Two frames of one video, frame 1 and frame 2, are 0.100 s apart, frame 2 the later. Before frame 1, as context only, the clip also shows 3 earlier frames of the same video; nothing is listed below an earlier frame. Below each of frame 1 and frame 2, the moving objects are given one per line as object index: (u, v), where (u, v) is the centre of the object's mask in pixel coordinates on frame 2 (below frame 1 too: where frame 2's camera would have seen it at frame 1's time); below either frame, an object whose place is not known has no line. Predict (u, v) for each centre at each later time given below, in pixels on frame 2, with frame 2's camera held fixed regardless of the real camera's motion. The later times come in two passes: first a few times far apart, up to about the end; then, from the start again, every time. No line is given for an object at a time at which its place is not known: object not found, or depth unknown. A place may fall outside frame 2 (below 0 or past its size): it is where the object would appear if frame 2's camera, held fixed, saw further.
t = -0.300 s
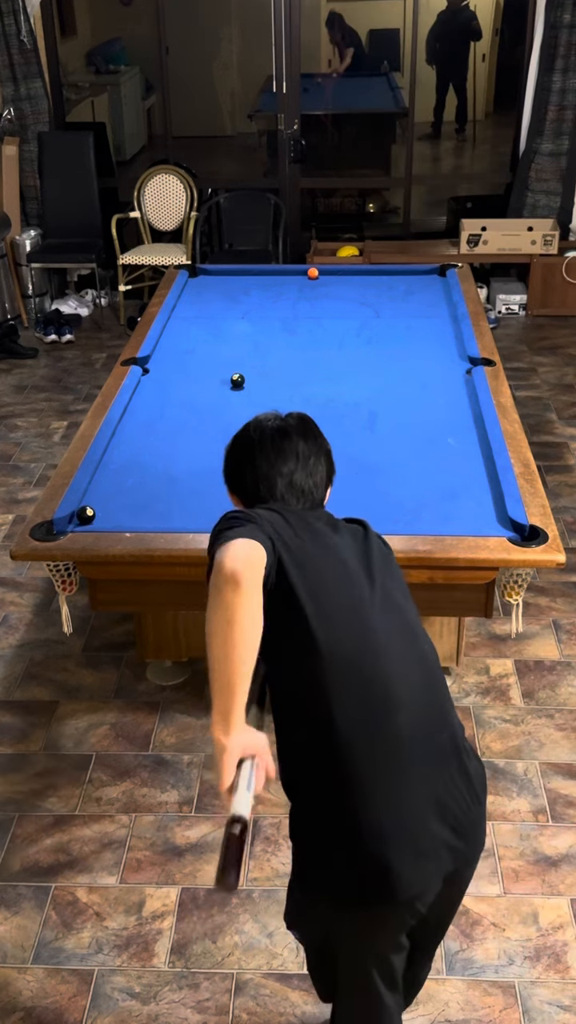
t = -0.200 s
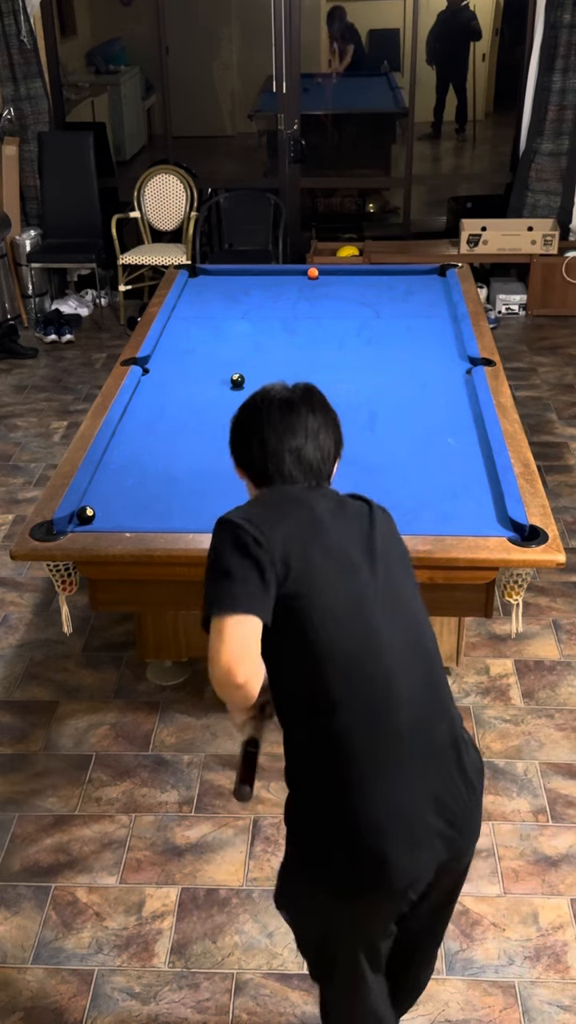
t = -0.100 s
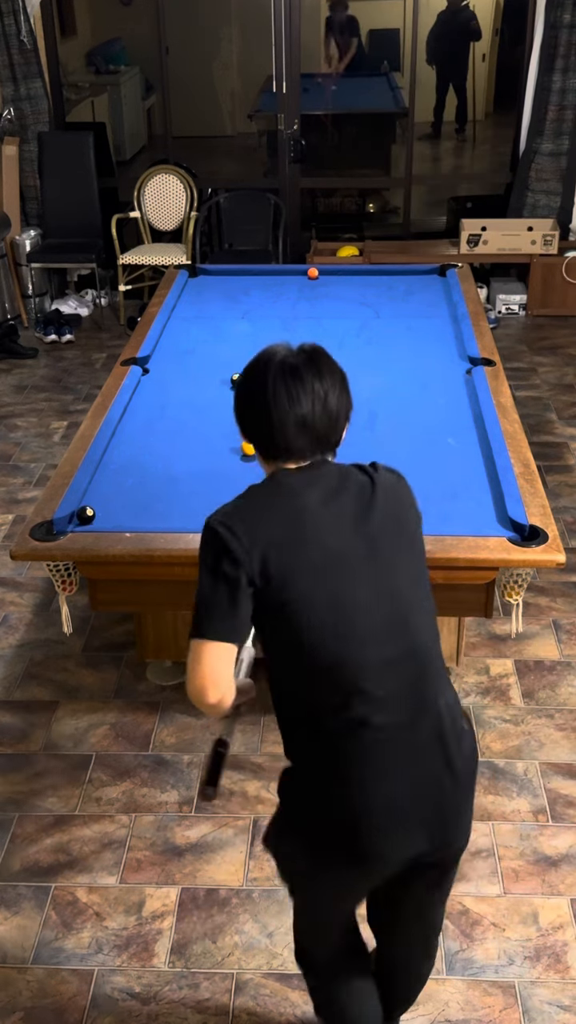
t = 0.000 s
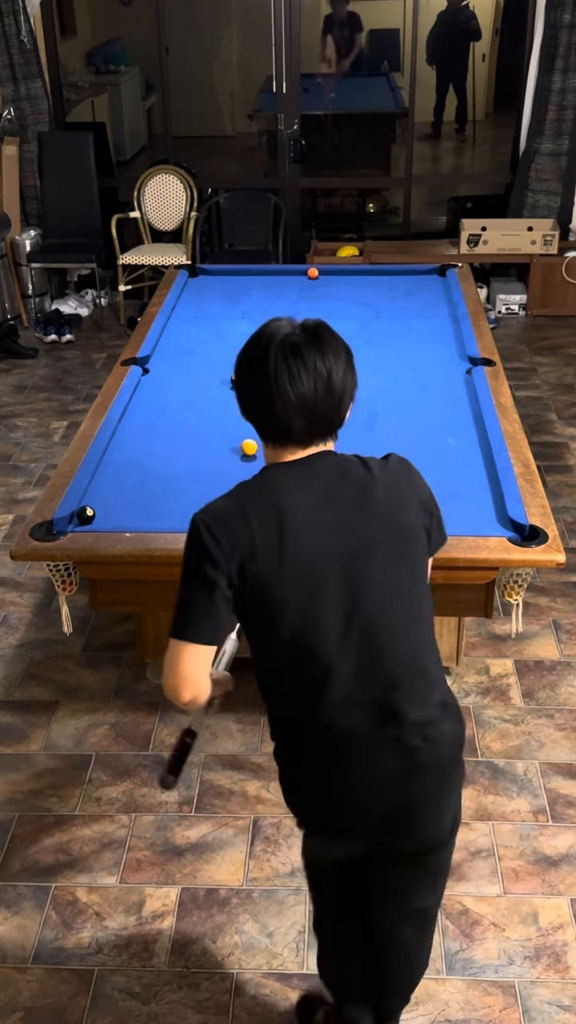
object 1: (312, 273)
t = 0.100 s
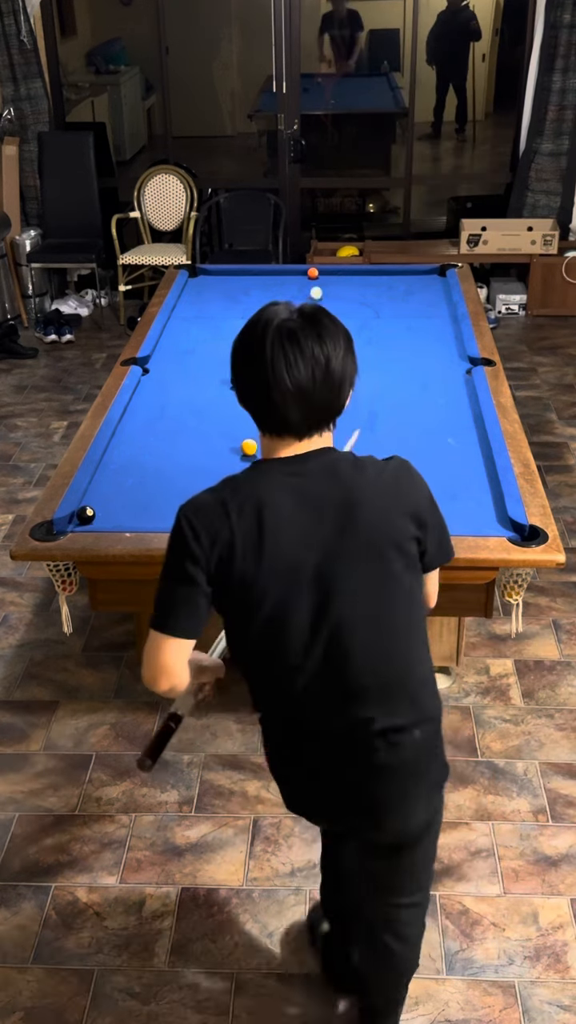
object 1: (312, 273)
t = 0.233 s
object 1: (300, 280)
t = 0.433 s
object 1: (275, 306)
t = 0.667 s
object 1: (245, 336)
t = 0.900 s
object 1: (211, 370)
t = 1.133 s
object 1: (170, 410)
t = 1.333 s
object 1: (129, 448)
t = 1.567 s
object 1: (100, 497)
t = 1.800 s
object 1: (136, 520)
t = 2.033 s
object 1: (195, 510)
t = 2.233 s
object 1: (241, 501)
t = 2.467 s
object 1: (289, 490)
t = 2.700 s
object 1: (332, 480)
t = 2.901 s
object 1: (365, 471)
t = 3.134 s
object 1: (399, 461)
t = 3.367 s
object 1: (430, 453)
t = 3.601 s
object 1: (455, 444)
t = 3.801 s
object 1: (474, 437)
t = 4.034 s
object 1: (468, 431)
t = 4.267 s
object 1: (456, 426)
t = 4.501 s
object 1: (446, 422)
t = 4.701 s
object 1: (438, 419)
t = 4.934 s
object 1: (432, 417)
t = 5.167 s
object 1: (427, 416)
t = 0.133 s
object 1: (312, 273)
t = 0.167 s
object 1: (310, 272)
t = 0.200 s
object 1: (305, 276)
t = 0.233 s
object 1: (300, 280)
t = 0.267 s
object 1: (295, 285)
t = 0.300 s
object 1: (291, 289)
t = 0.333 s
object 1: (287, 293)
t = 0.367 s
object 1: (282, 298)
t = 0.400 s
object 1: (279, 301)
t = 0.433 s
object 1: (275, 306)
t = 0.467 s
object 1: (271, 310)
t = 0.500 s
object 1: (267, 314)
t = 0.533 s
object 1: (262, 318)
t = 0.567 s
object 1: (258, 322)
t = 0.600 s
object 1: (254, 327)
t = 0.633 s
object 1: (250, 331)
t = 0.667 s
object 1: (245, 336)
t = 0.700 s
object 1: (240, 341)
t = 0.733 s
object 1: (236, 345)
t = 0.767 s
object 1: (231, 350)
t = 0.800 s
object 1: (226, 355)
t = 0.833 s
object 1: (221, 360)
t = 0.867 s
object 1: (216, 365)
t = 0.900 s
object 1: (211, 370)
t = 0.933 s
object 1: (205, 376)
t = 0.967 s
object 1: (200, 381)
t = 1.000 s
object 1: (194, 386)
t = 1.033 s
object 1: (188, 392)
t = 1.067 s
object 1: (182, 398)
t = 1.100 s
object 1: (176, 404)
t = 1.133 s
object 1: (170, 410)
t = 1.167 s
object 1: (164, 416)
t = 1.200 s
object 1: (157, 422)
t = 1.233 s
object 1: (150, 428)
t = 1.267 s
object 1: (143, 435)
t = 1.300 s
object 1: (137, 441)
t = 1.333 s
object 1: (129, 448)
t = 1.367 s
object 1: (122, 455)
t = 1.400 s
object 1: (114, 461)
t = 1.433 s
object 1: (106, 468)
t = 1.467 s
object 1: (101, 476)
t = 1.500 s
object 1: (101, 483)
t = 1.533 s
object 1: (101, 490)
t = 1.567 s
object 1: (100, 497)
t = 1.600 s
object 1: (99, 504)
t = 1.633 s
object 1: (103, 509)
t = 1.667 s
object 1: (110, 512)
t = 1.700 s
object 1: (116, 513)
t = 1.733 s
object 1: (127, 520)
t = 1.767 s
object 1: (128, 518)
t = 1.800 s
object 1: (136, 520)
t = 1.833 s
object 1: (145, 518)
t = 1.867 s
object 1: (153, 517)
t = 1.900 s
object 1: (162, 516)
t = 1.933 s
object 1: (170, 515)
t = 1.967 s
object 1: (179, 514)
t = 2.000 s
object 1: (187, 512)
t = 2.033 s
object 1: (195, 510)
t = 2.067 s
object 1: (203, 509)
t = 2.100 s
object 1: (211, 507)
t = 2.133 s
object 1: (218, 506)
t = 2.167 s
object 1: (226, 504)
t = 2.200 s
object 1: (233, 503)
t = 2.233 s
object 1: (241, 501)
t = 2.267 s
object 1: (248, 499)
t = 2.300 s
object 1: (255, 498)
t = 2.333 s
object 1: (262, 496)
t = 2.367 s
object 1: (269, 495)
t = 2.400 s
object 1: (276, 493)
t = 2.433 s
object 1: (283, 492)
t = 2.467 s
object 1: (289, 490)
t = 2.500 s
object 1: (296, 489)
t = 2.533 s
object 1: (302, 487)
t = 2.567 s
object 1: (308, 486)
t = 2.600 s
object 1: (314, 484)
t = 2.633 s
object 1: (320, 483)
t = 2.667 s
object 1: (326, 481)
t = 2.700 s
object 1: (332, 480)
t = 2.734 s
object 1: (338, 478)
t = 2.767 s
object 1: (343, 477)
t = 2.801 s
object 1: (349, 475)
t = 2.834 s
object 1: (354, 474)
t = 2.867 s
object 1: (360, 473)
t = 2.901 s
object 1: (365, 471)
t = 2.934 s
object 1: (370, 470)
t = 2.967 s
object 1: (376, 468)
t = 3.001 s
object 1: (380, 467)
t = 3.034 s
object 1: (385, 466)
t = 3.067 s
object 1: (390, 464)
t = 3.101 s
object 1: (395, 463)
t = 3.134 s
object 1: (399, 461)
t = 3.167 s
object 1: (404, 460)
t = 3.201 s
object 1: (408, 459)
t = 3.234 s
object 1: (413, 458)
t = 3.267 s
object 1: (417, 456)
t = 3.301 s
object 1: (421, 455)
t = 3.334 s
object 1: (425, 454)
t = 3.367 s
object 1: (430, 453)
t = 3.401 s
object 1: (433, 451)
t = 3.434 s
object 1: (437, 450)
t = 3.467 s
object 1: (441, 449)
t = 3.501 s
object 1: (445, 448)
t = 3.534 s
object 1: (448, 446)
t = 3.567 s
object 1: (452, 445)
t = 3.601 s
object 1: (455, 444)
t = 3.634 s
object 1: (459, 443)
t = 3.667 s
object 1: (462, 442)
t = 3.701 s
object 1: (465, 441)
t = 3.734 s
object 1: (468, 439)
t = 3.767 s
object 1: (471, 438)
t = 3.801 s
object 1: (474, 437)
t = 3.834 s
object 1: (477, 436)
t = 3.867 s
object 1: (477, 435)
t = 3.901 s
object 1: (475, 434)
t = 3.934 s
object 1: (474, 433)
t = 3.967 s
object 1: (471, 433)
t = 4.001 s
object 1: (470, 432)
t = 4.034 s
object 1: (468, 431)
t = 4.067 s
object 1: (466, 430)
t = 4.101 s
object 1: (464, 429)
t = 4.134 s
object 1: (462, 429)
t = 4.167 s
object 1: (460, 428)
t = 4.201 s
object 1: (459, 427)
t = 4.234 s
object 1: (457, 427)
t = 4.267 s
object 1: (456, 426)
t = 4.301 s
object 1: (454, 425)
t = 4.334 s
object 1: (453, 425)
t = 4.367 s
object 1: (451, 424)
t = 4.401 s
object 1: (450, 424)
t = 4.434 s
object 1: (448, 423)
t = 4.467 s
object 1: (447, 423)
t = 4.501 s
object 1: (446, 422)
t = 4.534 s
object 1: (444, 421)
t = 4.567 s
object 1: (443, 421)
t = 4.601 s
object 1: (442, 421)
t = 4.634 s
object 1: (440, 420)
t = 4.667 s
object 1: (439, 420)
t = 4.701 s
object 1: (438, 419)
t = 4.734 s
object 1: (437, 419)
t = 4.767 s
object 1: (436, 419)
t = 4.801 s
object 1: (435, 418)
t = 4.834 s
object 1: (434, 418)
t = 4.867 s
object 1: (433, 418)
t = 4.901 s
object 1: (432, 418)
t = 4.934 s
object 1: (432, 417)
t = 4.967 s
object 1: (431, 417)
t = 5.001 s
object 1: (430, 417)
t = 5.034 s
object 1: (429, 417)
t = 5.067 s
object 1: (429, 416)
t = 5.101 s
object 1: (428, 416)
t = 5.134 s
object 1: (428, 416)
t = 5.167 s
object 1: (427, 416)
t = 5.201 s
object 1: (427, 416)
